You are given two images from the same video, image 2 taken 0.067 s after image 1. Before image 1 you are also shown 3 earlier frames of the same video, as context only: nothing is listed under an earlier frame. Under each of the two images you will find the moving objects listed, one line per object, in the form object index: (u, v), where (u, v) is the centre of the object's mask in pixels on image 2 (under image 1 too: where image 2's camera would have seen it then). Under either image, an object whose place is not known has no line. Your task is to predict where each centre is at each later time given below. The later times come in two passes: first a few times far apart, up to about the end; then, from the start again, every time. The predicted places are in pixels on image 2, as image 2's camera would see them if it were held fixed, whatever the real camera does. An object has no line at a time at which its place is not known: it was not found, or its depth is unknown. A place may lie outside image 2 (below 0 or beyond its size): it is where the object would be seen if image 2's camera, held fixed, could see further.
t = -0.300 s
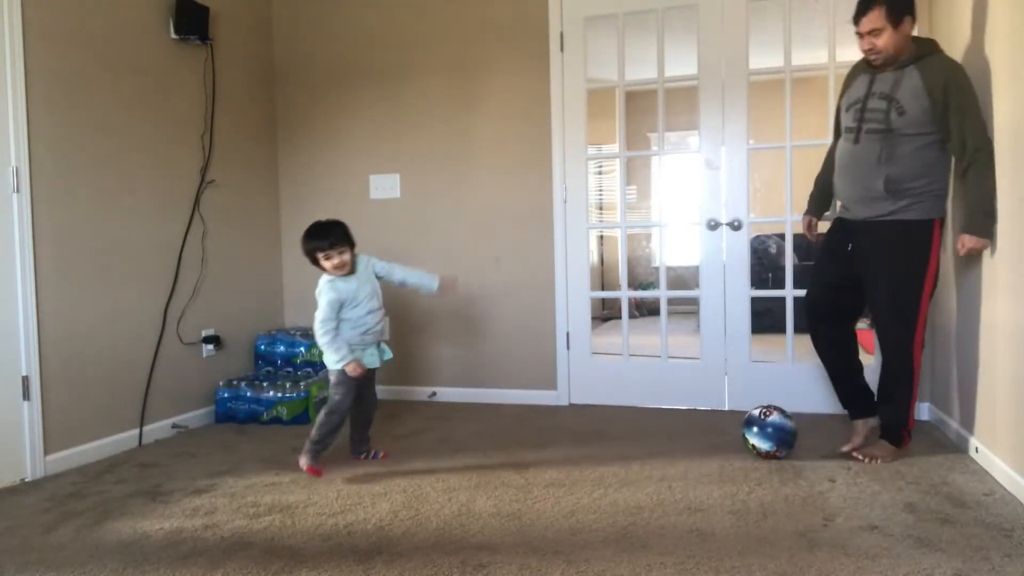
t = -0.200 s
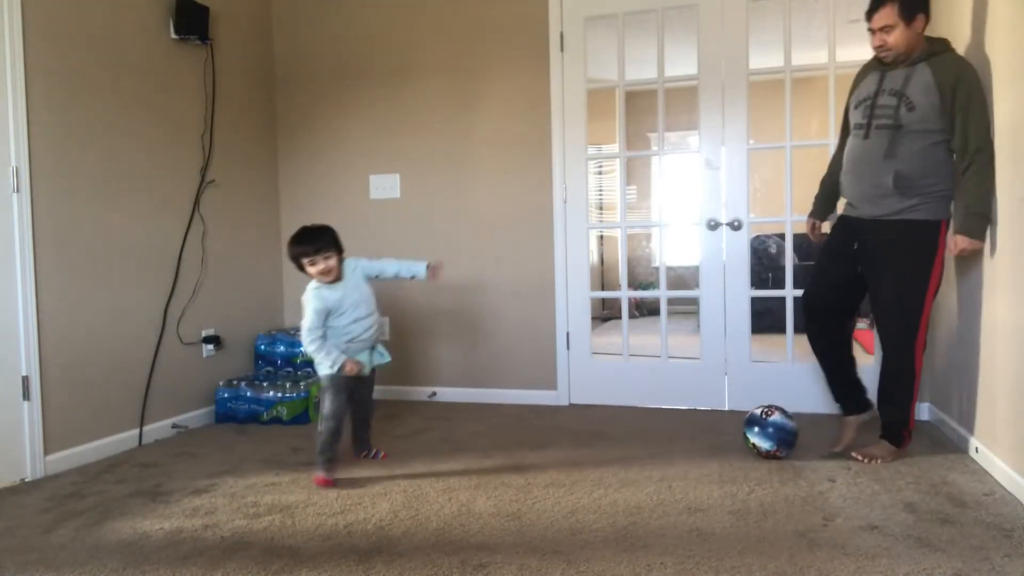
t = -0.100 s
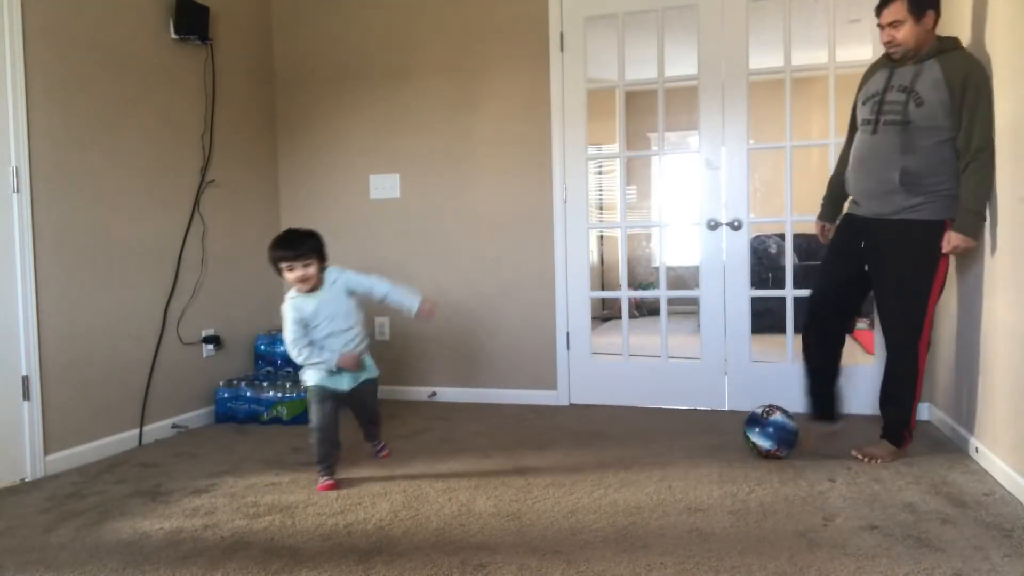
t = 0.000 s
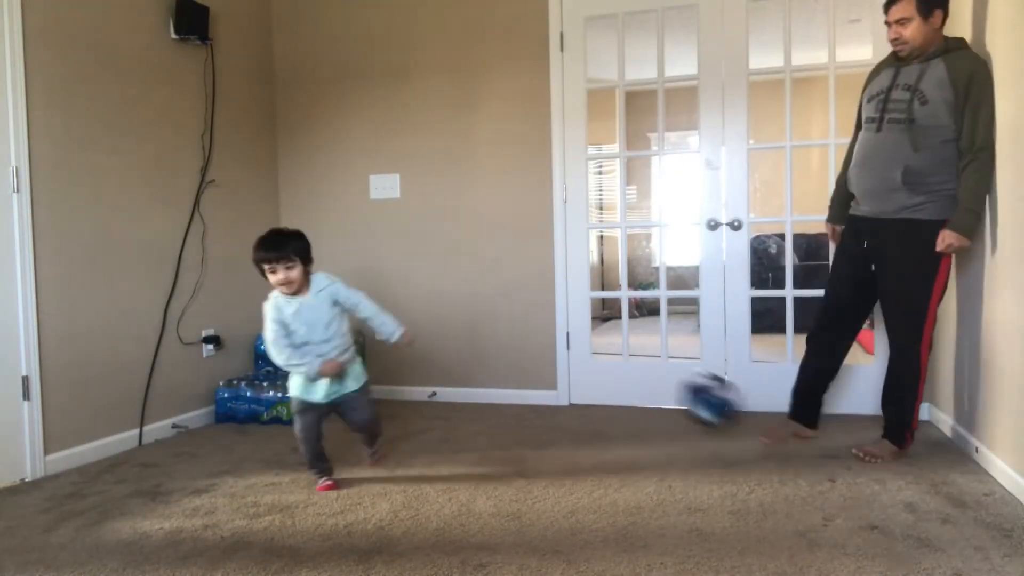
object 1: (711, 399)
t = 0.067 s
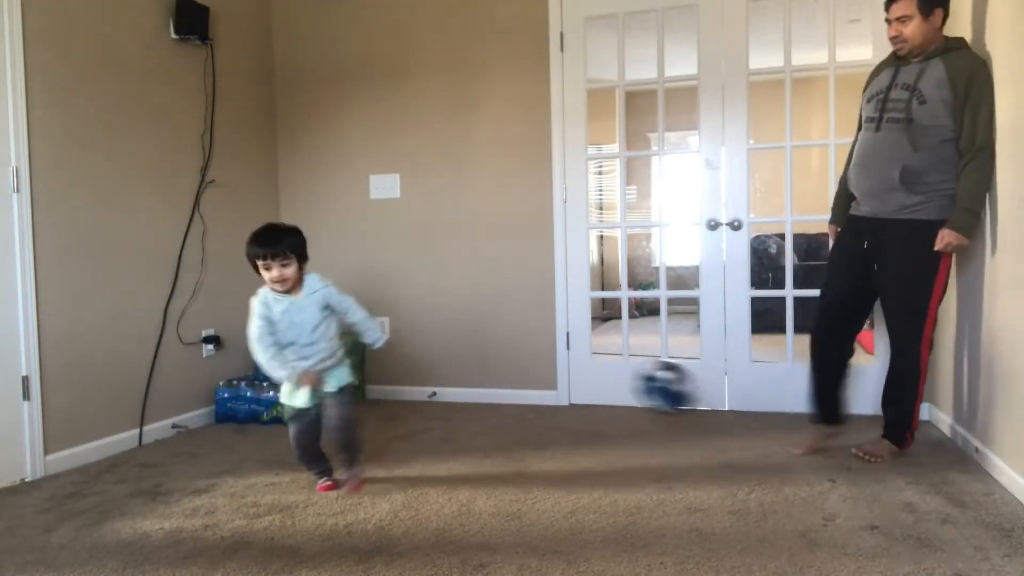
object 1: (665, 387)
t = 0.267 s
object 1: (533, 417)
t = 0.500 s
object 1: (424, 429)
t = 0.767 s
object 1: (318, 448)
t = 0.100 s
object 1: (644, 383)
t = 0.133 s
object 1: (619, 385)
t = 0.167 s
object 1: (598, 388)
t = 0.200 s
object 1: (577, 394)
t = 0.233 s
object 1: (555, 404)
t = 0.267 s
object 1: (533, 417)
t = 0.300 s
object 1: (512, 432)
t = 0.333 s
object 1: (492, 446)
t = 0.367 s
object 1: (479, 438)
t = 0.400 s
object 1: (464, 431)
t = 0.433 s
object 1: (450, 426)
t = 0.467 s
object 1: (436, 427)
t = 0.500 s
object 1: (424, 429)
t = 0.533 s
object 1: (412, 436)
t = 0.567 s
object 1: (400, 444)
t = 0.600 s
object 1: (389, 453)
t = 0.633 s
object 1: (374, 446)
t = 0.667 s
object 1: (361, 443)
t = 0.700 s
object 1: (346, 442)
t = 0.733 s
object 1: (334, 443)
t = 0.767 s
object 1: (318, 448)
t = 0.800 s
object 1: (302, 455)
